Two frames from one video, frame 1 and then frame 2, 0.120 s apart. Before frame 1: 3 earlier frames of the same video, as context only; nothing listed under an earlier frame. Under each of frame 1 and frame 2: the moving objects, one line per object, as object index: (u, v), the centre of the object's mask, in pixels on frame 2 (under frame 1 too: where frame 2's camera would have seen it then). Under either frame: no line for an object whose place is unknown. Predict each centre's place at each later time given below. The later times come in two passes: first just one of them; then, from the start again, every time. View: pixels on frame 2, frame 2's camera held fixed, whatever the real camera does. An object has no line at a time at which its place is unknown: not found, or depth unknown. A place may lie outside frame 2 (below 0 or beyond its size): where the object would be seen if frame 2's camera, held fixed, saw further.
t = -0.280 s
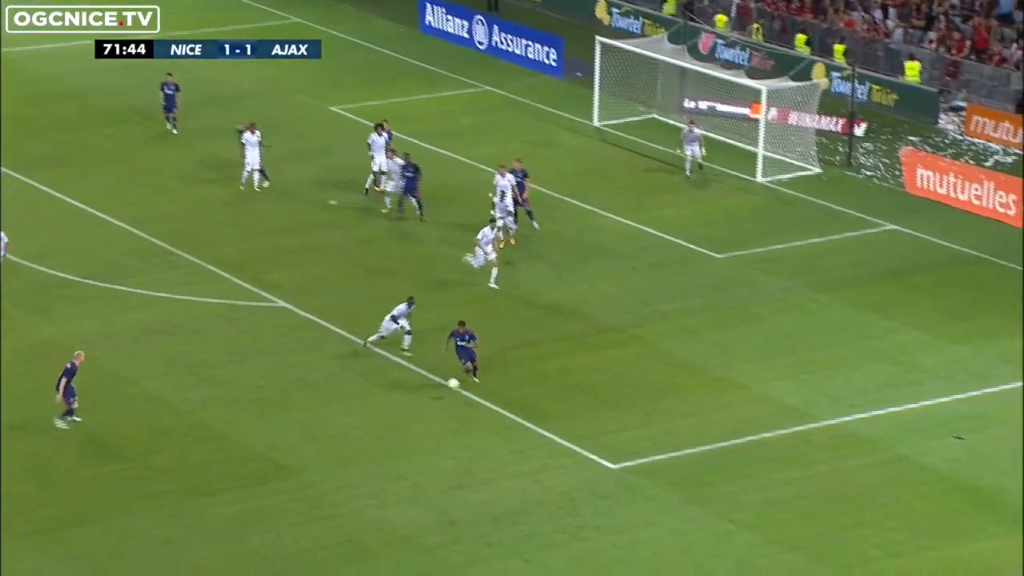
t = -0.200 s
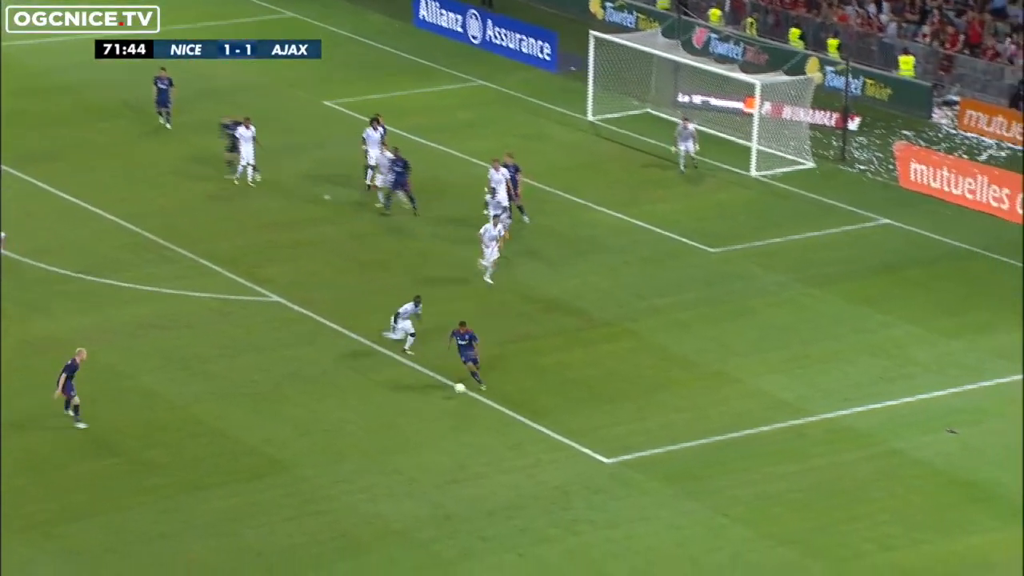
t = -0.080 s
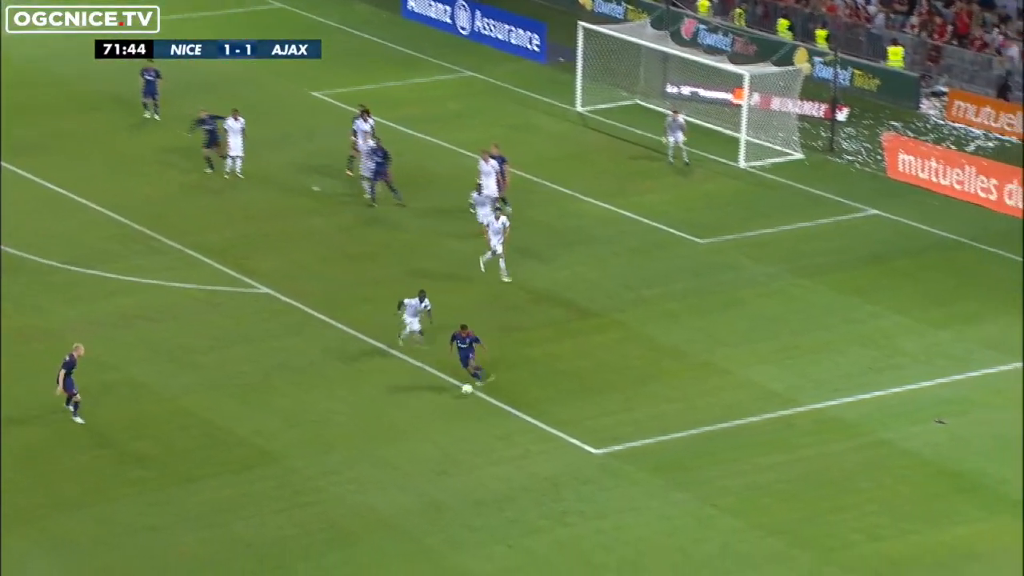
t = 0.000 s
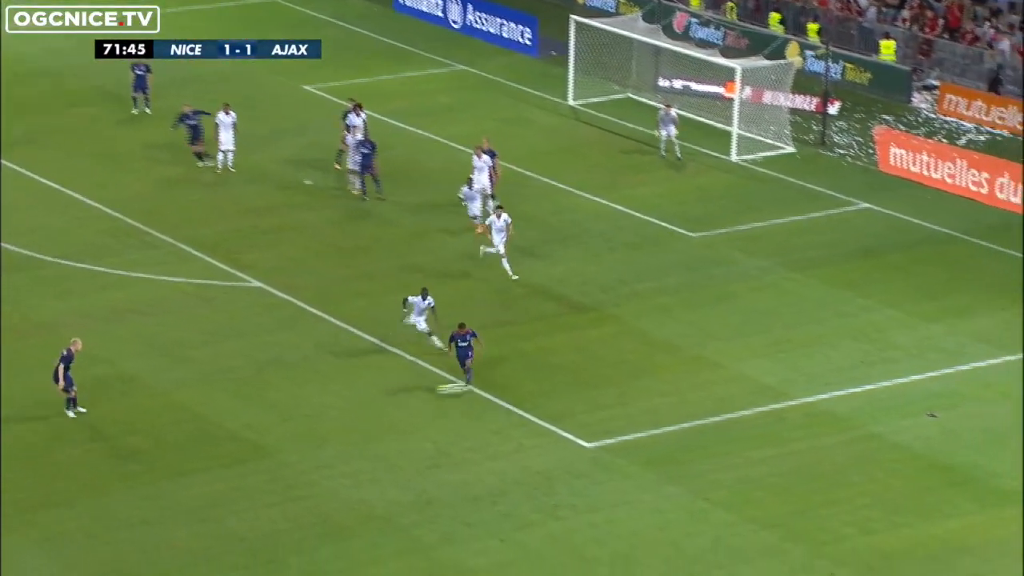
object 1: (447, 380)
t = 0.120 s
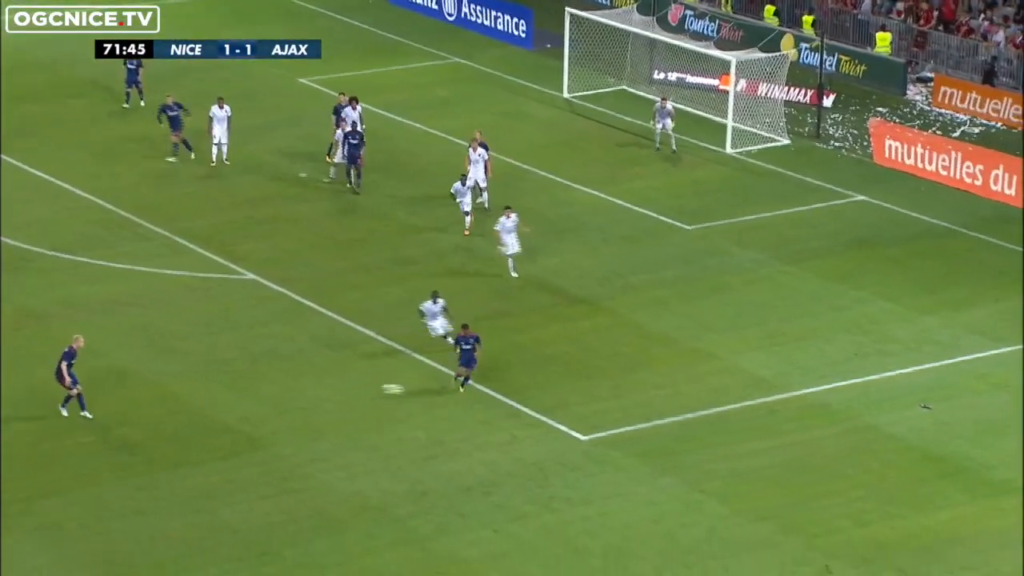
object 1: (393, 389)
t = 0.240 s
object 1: (343, 396)
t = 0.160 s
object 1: (376, 390)
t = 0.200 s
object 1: (360, 393)
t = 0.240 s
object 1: (343, 396)
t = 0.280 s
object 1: (327, 400)
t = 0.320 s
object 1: (311, 404)
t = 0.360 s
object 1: (295, 409)
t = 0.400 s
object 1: (279, 411)
